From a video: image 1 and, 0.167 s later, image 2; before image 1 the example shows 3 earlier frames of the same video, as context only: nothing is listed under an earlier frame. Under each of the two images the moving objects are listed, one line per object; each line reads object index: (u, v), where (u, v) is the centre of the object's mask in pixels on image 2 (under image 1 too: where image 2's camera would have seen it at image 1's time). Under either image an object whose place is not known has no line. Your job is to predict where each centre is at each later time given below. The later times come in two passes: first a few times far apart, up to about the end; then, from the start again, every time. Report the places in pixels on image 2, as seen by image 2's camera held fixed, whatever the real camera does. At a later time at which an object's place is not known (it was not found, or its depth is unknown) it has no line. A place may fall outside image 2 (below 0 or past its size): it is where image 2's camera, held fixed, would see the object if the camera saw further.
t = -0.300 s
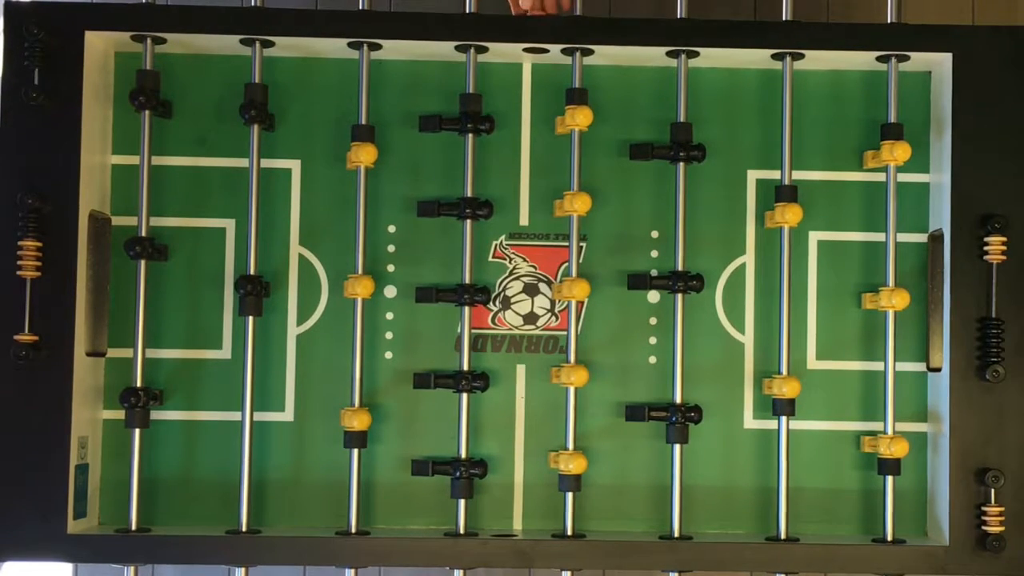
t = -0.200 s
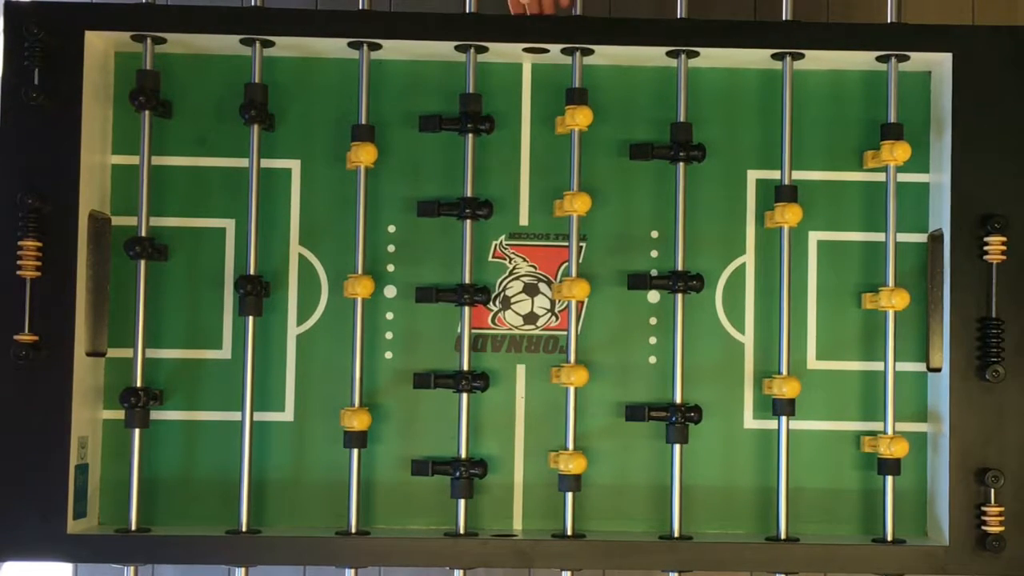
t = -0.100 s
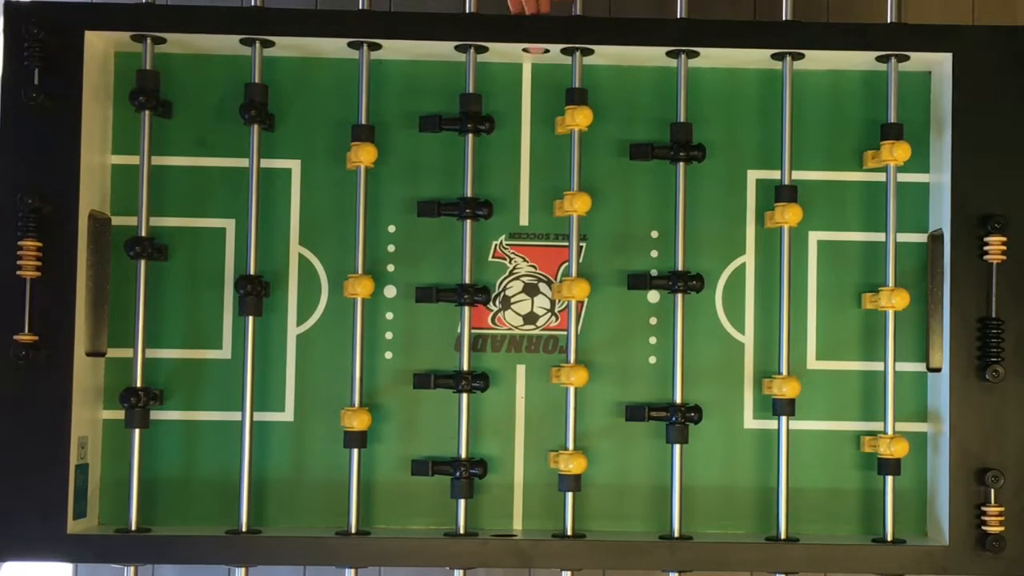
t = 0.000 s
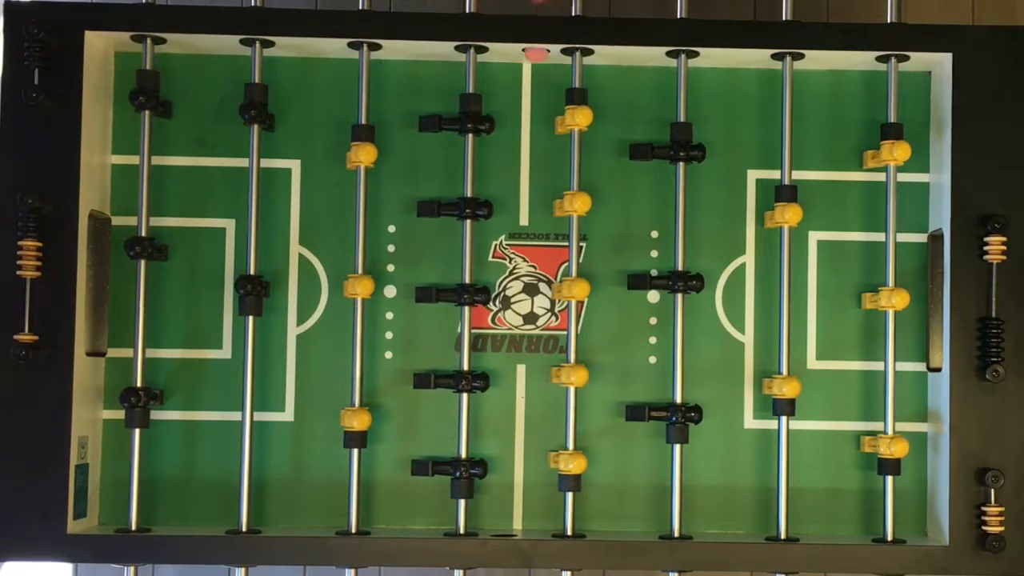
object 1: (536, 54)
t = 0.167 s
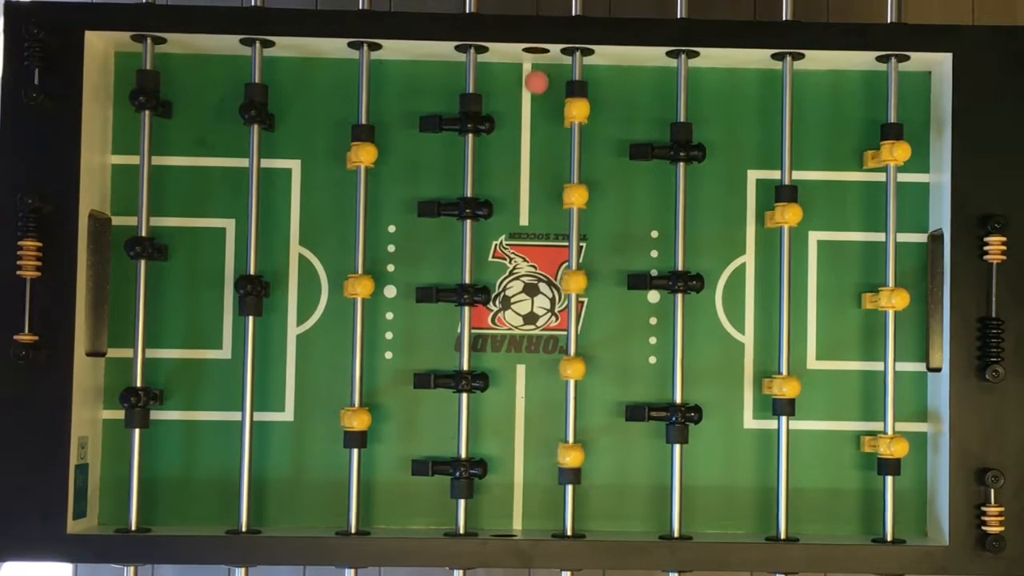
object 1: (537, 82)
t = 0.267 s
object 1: (536, 99)
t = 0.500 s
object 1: (536, 141)
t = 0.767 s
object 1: (536, 185)
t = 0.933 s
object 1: (536, 210)
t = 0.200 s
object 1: (536, 86)
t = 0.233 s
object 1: (536, 91)
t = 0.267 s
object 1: (536, 99)
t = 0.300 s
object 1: (536, 106)
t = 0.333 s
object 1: (536, 111)
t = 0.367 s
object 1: (537, 117)
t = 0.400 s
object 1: (537, 123)
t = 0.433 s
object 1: (537, 129)
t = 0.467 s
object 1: (537, 135)
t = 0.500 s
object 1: (536, 141)
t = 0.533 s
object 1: (536, 147)
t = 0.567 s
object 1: (536, 153)
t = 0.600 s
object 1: (536, 158)
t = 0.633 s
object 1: (536, 164)
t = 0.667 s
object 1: (536, 169)
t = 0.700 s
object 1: (536, 175)
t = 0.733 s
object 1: (536, 180)
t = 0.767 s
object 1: (536, 185)
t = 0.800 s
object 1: (536, 191)
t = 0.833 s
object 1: (536, 196)
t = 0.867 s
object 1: (536, 200)
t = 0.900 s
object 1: (536, 205)
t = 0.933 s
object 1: (536, 210)
